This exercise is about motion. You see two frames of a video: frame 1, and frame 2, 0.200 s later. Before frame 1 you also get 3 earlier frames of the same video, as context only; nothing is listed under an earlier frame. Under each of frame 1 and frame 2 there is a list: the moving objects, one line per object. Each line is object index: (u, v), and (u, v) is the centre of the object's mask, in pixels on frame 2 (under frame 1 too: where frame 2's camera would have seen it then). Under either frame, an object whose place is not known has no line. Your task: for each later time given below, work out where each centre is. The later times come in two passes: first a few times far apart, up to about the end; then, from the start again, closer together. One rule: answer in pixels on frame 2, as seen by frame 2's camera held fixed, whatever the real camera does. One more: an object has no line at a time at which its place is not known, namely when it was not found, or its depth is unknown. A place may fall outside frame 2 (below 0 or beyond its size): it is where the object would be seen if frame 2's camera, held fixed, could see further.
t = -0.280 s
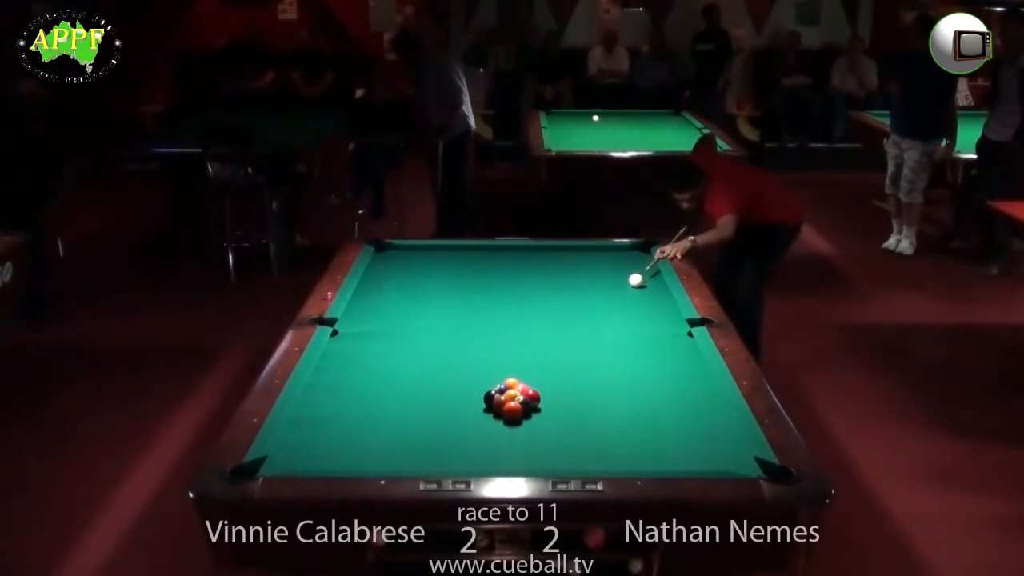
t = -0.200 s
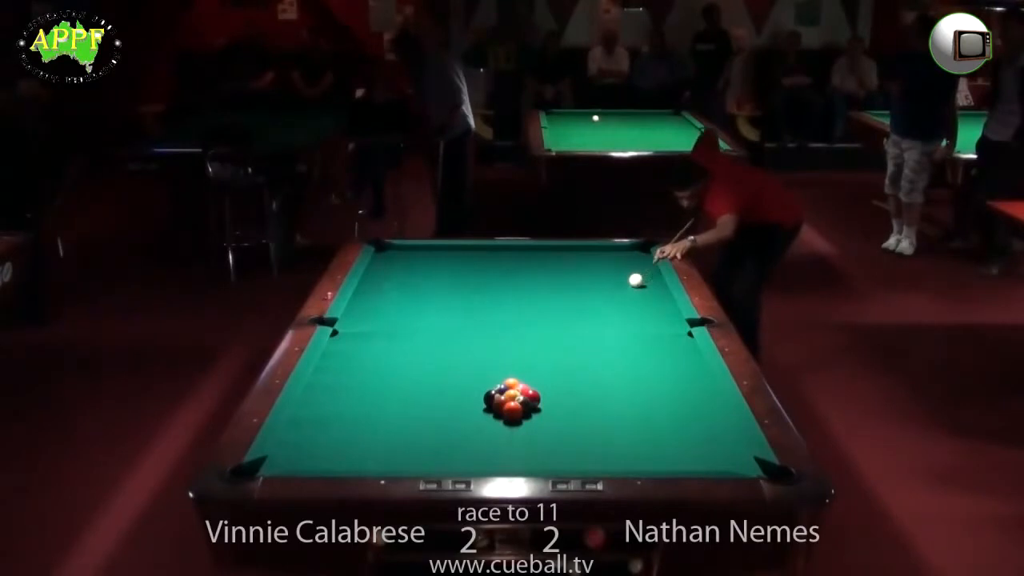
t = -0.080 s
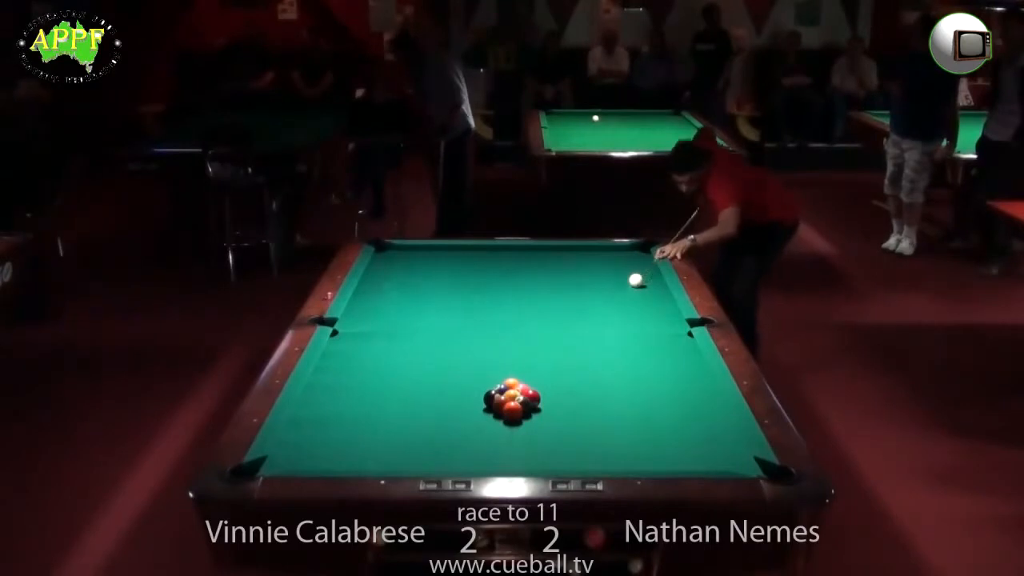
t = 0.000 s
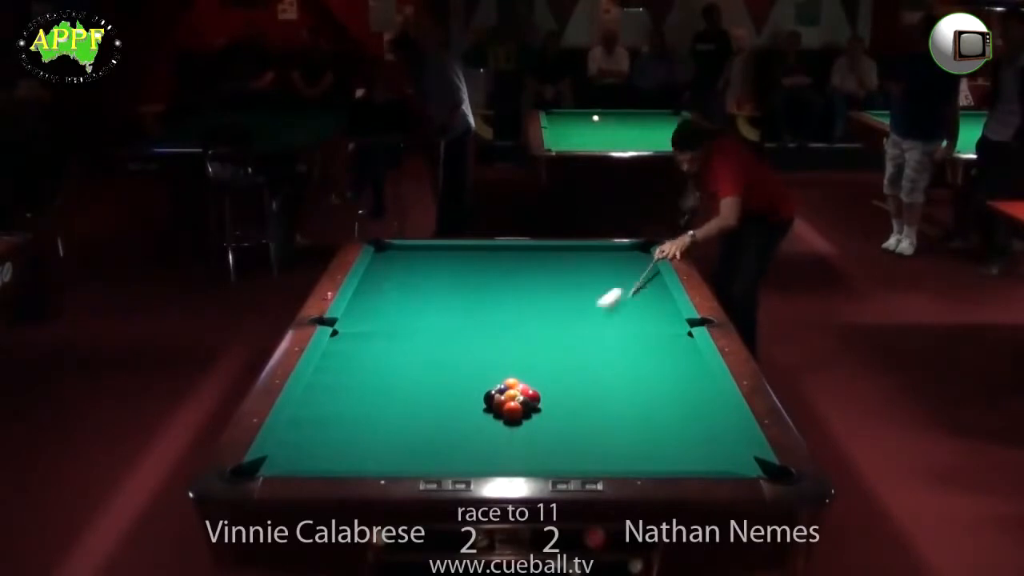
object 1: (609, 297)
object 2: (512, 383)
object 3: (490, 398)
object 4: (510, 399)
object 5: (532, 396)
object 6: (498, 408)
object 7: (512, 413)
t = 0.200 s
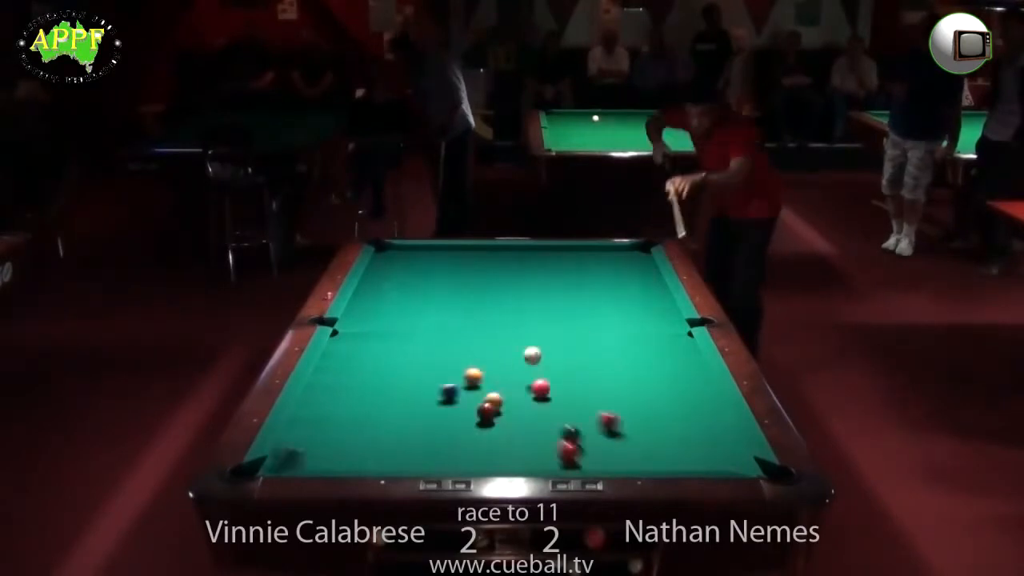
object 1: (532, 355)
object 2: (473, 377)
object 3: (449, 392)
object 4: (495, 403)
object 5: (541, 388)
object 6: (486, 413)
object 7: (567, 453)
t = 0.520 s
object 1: (561, 361)
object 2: (389, 355)
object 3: (336, 385)
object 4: (446, 411)
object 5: (586, 378)
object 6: (443, 431)
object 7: (609, 450)
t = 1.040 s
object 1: (590, 350)
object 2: (374, 332)
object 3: (393, 368)
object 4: (371, 425)
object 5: (638, 343)
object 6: (371, 461)
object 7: (643, 413)
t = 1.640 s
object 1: (616, 339)
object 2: (441, 315)
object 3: (478, 351)
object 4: (288, 440)
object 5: (661, 294)
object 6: (320, 454)
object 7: (675, 379)
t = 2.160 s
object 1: (634, 332)
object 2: (489, 303)
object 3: (539, 339)
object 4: (295, 436)
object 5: (630, 266)
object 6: (309, 452)
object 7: (692, 356)
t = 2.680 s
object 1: (649, 326)
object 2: (530, 291)
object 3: (591, 329)
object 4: (293, 430)
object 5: (606, 250)
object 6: (309, 452)
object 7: (674, 341)
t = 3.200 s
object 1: (660, 318)
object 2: (564, 282)
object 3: (636, 319)
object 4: (294, 429)
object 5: (592, 261)
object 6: (309, 452)
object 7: (661, 329)
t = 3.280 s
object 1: (663, 318)
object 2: (568, 281)
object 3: (642, 318)
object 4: (294, 429)
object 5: (589, 262)
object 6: (309, 452)
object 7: (659, 327)
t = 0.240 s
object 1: (537, 355)
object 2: (461, 374)
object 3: (433, 392)
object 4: (489, 403)
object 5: (546, 387)
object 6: (481, 415)
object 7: (589, 463)
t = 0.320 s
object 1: (546, 367)
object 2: (439, 368)
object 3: (403, 390)
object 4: (477, 407)
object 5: (559, 384)
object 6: (470, 419)
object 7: (594, 464)
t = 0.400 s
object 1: (553, 361)
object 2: (419, 363)
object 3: (376, 388)
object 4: (464, 407)
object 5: (570, 381)
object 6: (459, 425)
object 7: (600, 460)
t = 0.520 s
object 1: (561, 361)
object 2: (389, 355)
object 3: (336, 385)
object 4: (446, 411)
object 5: (586, 378)
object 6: (443, 431)
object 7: (609, 450)
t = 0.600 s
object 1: (566, 359)
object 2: (370, 351)
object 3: (316, 383)
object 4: (435, 414)
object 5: (597, 375)
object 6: (432, 436)
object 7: (615, 445)
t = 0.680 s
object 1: (571, 358)
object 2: (352, 346)
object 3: (334, 380)
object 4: (423, 416)
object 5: (607, 373)
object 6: (421, 441)
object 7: (620, 438)
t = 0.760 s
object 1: (575, 356)
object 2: (335, 342)
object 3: (347, 377)
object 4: (411, 418)
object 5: (617, 371)
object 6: (410, 446)
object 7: (625, 432)
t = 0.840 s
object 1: (579, 354)
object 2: (348, 339)
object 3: (361, 374)
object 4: (400, 420)
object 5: (626, 368)
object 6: (399, 451)
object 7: (630, 426)
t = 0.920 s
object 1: (584, 352)
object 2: (358, 337)
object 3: (375, 371)
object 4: (388, 422)
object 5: (631, 357)
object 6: (388, 456)
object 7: (636, 421)
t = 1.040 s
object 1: (590, 350)
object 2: (374, 332)
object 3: (393, 368)
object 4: (371, 425)
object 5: (638, 343)
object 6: (371, 461)
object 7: (643, 413)
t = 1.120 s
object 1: (594, 348)
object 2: (383, 330)
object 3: (406, 366)
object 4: (360, 426)
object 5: (643, 335)
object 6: (359, 464)
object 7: (648, 407)
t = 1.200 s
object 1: (598, 347)
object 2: (393, 327)
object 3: (417, 363)
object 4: (349, 428)
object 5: (648, 328)
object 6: (352, 463)
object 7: (652, 402)
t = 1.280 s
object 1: (601, 345)
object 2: (402, 325)
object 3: (429, 361)
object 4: (337, 430)
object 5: (653, 321)
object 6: (346, 461)
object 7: (657, 398)
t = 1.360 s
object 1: (605, 344)
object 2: (411, 323)
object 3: (441, 359)
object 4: (326, 433)
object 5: (657, 314)
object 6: (340, 460)
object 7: (661, 393)
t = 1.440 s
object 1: (608, 342)
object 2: (420, 320)
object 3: (452, 357)
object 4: (315, 435)
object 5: (661, 308)
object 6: (334, 458)
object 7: (665, 389)
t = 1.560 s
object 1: (613, 340)
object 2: (433, 317)
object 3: (468, 354)
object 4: (298, 437)
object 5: (667, 299)
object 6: (325, 456)
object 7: (671, 383)
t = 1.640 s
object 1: (616, 339)
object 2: (441, 315)
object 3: (478, 351)
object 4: (288, 440)
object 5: (661, 294)
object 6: (320, 454)
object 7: (675, 379)
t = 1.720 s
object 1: (619, 338)
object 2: (448, 313)
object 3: (488, 350)
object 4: (292, 440)
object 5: (656, 289)
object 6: (314, 452)
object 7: (679, 374)
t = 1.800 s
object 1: (622, 337)
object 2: (457, 311)
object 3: (498, 347)
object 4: (296, 440)
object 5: (650, 285)
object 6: (310, 449)
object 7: (683, 371)
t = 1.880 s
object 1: (625, 336)
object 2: (464, 309)
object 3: (508, 345)
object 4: (296, 439)
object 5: (645, 280)
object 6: (310, 449)
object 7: (686, 368)
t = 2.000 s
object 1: (629, 334)
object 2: (475, 306)
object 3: (522, 343)
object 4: (295, 437)
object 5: (638, 274)
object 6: (310, 451)
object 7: (691, 362)
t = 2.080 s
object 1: (632, 333)
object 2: (482, 304)
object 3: (531, 341)
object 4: (295, 437)
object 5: (634, 270)
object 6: (310, 451)
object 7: (694, 359)
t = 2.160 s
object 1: (634, 332)
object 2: (489, 303)
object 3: (539, 339)
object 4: (295, 436)
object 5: (630, 266)
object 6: (309, 452)
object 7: (692, 356)
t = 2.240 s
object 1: (637, 331)
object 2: (496, 301)
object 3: (548, 337)
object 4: (295, 435)
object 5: (625, 262)
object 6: (309, 451)
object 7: (689, 354)
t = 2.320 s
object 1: (639, 330)
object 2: (503, 299)
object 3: (556, 336)
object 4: (294, 433)
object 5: (621, 259)
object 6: (309, 451)
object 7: (686, 351)
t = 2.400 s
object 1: (641, 329)
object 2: (509, 297)
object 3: (565, 334)
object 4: (294, 433)
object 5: (617, 255)
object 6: (309, 452)
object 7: (683, 349)
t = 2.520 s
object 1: (645, 328)
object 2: (518, 295)
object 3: (576, 332)
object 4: (293, 432)
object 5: (611, 249)
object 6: (309, 452)
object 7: (679, 345)
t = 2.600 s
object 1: (647, 327)
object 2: (524, 293)
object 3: (584, 330)
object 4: (292, 431)
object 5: (608, 248)
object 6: (309, 452)
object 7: (677, 343)
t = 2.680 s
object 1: (649, 326)
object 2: (530, 291)
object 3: (591, 329)
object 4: (293, 430)
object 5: (606, 250)
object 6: (309, 452)
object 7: (674, 341)
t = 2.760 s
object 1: (651, 326)
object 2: (536, 290)
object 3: (599, 327)
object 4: (293, 430)
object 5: (604, 251)
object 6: (309, 452)
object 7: (672, 339)
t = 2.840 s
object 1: (653, 325)
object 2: (541, 289)
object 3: (606, 325)
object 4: (293, 430)
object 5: (601, 253)
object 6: (309, 452)
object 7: (670, 337)
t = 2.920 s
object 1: (654, 324)
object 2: (546, 287)
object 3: (613, 324)
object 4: (294, 429)
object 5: (599, 255)
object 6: (309, 452)
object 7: (667, 335)
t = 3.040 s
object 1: (656, 322)
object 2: (554, 285)
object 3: (623, 322)
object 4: (294, 429)
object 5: (596, 257)
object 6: (309, 452)
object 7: (664, 333)
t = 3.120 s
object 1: (658, 320)
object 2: (559, 283)
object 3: (630, 321)
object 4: (294, 429)
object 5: (594, 259)
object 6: (309, 452)
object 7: (663, 331)
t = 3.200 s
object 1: (660, 318)
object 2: (564, 282)
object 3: (636, 319)
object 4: (294, 429)
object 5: (592, 261)
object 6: (309, 452)
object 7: (661, 329)
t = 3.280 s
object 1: (663, 318)
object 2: (568, 281)
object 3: (642, 318)
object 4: (294, 429)
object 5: (589, 262)
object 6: (309, 452)
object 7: (659, 327)
